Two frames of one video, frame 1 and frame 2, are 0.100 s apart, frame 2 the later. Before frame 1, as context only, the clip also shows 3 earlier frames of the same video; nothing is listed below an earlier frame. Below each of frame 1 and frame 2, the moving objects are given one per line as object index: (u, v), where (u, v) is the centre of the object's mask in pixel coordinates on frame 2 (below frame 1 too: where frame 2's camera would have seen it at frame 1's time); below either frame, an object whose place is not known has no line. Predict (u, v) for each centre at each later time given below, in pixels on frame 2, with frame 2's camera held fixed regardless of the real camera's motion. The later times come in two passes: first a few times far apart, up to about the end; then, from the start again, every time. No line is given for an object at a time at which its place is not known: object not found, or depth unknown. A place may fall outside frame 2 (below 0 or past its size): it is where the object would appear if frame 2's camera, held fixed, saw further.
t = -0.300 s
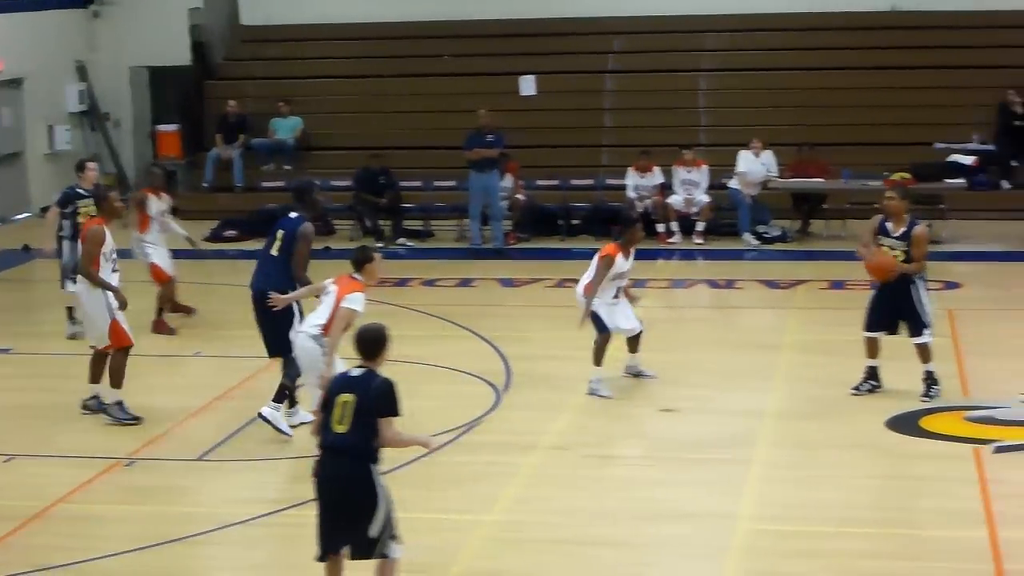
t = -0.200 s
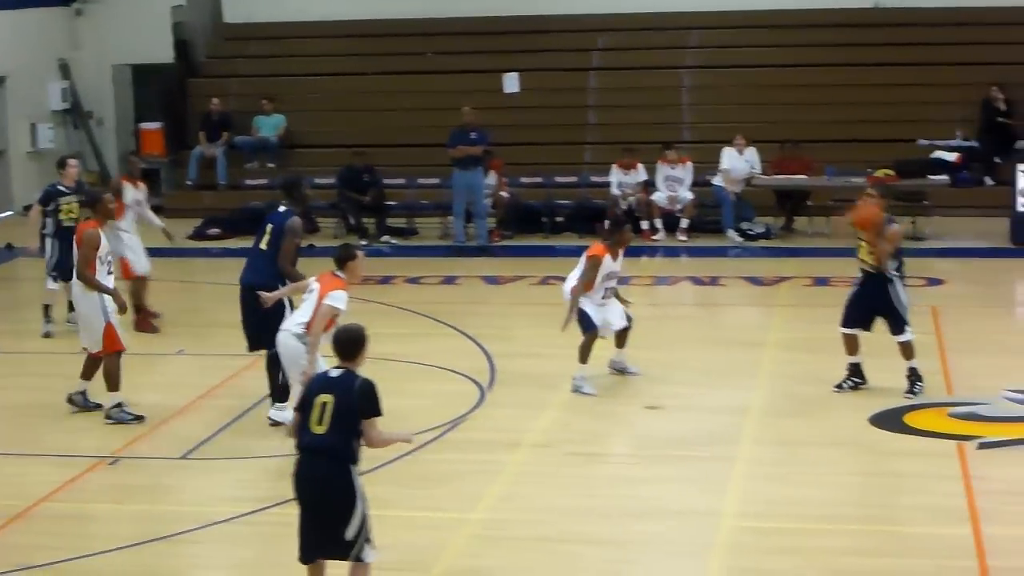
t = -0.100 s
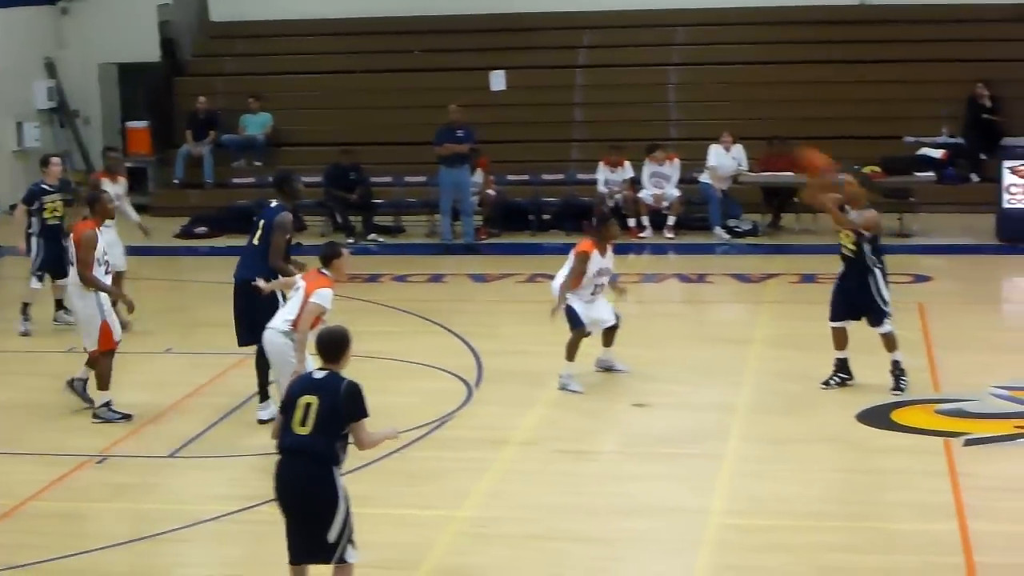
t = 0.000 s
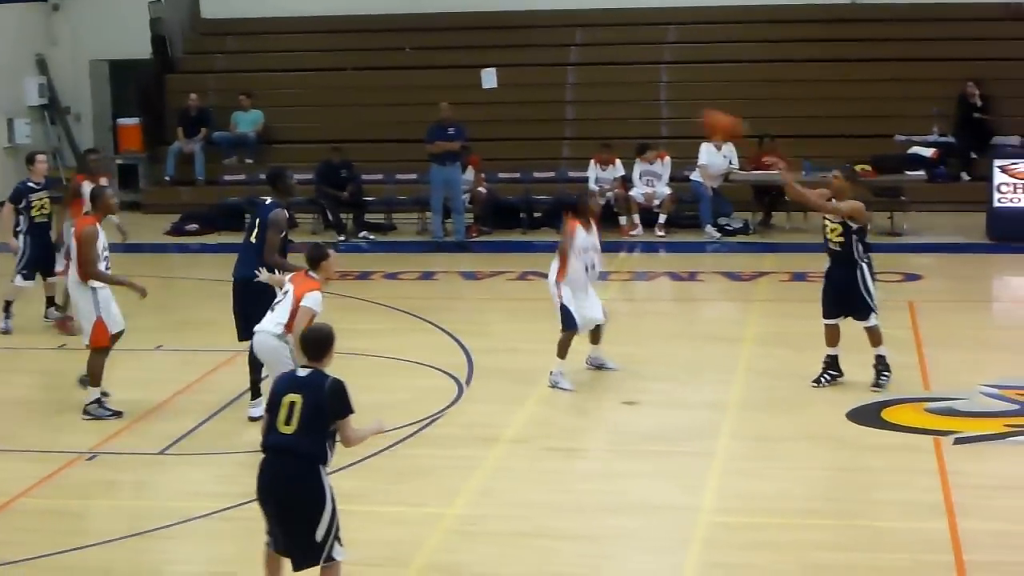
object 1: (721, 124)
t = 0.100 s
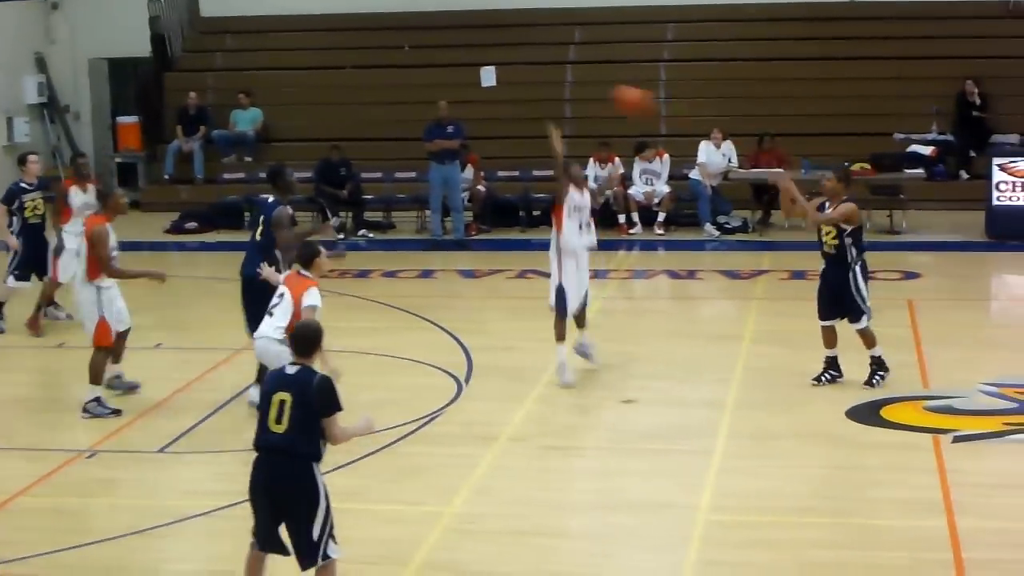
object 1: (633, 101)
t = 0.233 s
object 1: (530, 88)
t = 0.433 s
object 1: (397, 98)
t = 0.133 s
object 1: (606, 96)
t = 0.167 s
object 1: (576, 93)
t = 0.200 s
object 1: (550, 92)
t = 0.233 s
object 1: (530, 88)
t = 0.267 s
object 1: (505, 87)
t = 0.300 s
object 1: (482, 87)
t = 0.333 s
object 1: (460, 89)
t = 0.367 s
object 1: (439, 90)
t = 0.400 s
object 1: (418, 94)
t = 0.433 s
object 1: (397, 98)
